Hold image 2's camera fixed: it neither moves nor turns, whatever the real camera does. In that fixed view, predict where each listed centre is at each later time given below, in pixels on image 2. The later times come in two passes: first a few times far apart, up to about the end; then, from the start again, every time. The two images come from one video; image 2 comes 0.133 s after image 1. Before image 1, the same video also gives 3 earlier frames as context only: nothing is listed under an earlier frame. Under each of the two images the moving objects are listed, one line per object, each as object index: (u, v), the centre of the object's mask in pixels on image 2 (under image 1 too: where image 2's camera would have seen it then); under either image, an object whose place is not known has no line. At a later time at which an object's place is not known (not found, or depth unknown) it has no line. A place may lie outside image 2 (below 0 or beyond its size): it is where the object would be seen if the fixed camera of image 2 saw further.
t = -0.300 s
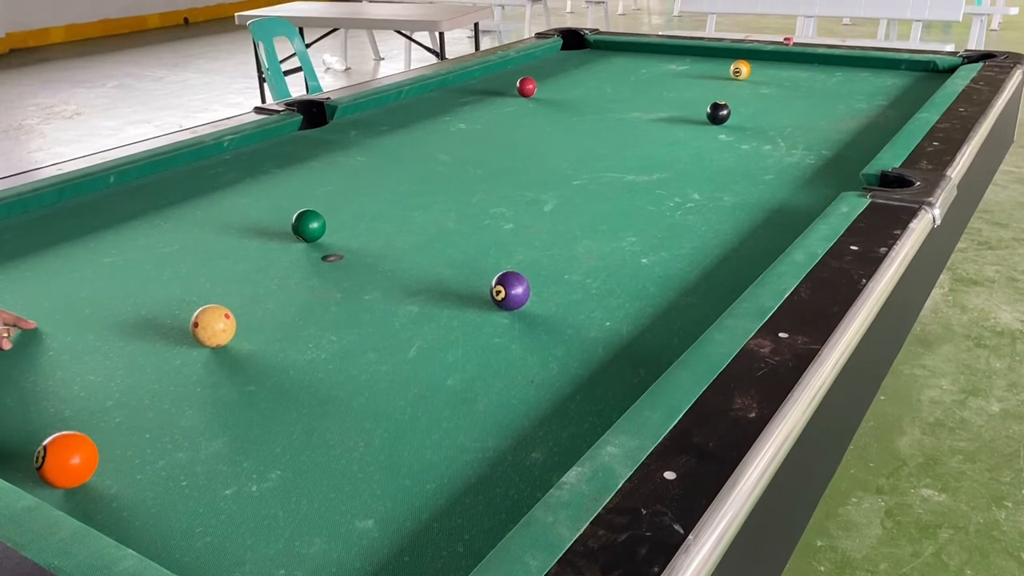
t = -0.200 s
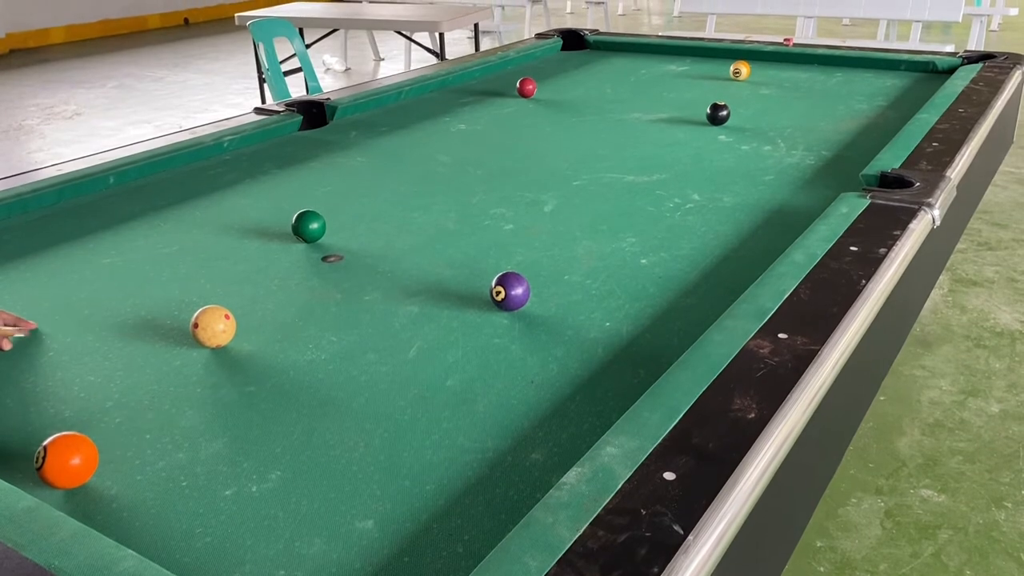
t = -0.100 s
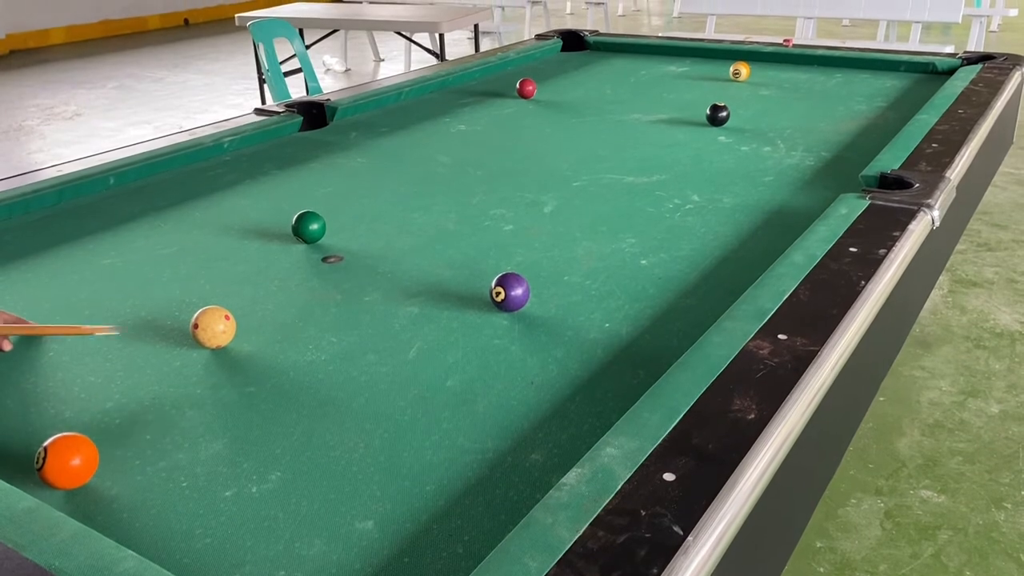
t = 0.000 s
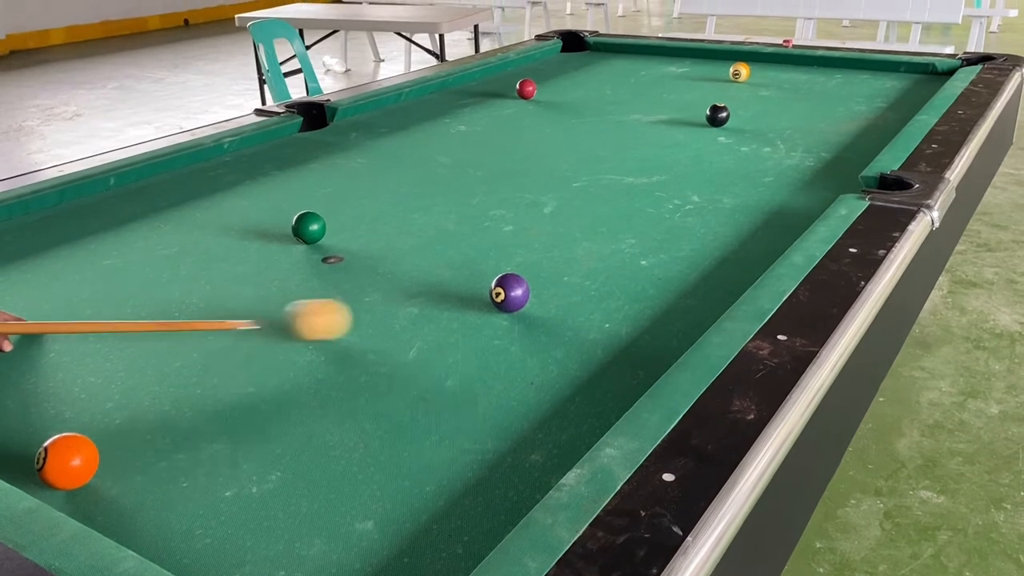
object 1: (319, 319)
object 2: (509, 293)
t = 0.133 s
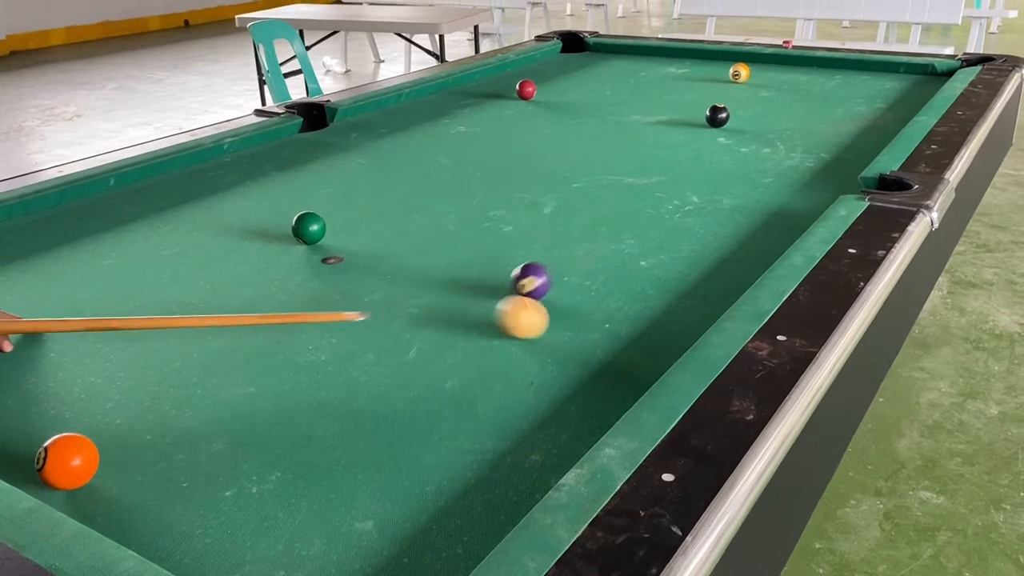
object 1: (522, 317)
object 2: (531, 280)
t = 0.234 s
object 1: (622, 337)
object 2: (575, 258)
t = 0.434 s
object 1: (593, 330)
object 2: (640, 225)
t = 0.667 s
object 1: (489, 306)
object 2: (702, 193)
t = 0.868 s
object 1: (412, 288)
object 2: (747, 170)
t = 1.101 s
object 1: (333, 270)
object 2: (790, 147)
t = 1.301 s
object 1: (274, 255)
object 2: (821, 131)
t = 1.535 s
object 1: (212, 240)
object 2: (851, 114)
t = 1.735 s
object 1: (165, 229)
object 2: (874, 102)
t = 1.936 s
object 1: (122, 219)
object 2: (893, 91)
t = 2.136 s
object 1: (84, 210)
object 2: (910, 81)
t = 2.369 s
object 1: (54, 202)
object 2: (928, 71)
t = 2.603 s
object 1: (76, 207)
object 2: (937, 72)
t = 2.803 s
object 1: (94, 212)
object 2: (942, 75)
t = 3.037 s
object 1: (114, 217)
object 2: (938, 78)
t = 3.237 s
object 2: (930, 81)
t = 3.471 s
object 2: (921, 83)
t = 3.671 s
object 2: (914, 84)
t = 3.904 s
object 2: (906, 86)
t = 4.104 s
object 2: (900, 87)
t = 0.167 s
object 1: (554, 324)
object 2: (547, 272)
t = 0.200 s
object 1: (587, 331)
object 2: (563, 265)
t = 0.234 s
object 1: (622, 337)
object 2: (575, 258)
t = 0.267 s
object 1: (657, 344)
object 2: (587, 252)
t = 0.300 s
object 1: (663, 344)
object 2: (599, 246)
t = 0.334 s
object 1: (644, 340)
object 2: (609, 241)
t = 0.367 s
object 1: (627, 337)
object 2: (620, 235)
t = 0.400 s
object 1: (610, 333)
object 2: (631, 229)
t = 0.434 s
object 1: (593, 330)
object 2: (640, 225)
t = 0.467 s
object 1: (577, 326)
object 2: (650, 220)
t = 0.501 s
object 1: (562, 323)
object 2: (659, 215)
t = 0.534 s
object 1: (547, 319)
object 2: (668, 210)
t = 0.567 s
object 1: (532, 316)
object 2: (677, 206)
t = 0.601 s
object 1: (517, 312)
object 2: (686, 201)
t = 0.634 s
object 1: (503, 309)
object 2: (694, 197)
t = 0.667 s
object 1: (489, 306)
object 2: (702, 193)
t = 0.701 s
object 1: (476, 303)
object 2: (710, 189)
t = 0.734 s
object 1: (462, 300)
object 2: (718, 185)
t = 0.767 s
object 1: (449, 297)
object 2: (726, 181)
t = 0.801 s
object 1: (437, 294)
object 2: (733, 177)
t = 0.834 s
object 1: (424, 291)
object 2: (740, 174)
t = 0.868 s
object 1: (412, 288)
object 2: (747, 170)
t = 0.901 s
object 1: (400, 285)
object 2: (753, 167)
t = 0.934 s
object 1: (389, 283)
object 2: (760, 163)
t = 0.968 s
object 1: (377, 280)
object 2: (766, 160)
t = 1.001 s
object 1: (366, 277)
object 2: (773, 156)
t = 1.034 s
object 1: (354, 275)
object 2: (778, 154)
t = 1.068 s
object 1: (343, 272)
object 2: (784, 150)
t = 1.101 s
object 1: (333, 270)
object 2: (790, 147)
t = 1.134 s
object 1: (323, 267)
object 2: (795, 145)
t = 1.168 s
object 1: (312, 265)
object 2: (800, 142)
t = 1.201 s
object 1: (302, 262)
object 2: (806, 139)
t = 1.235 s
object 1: (293, 260)
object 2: (811, 136)
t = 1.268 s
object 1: (283, 258)
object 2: (816, 134)
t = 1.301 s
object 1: (274, 255)
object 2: (821, 131)
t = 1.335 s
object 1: (265, 253)
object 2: (825, 129)
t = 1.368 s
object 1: (255, 251)
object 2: (830, 126)
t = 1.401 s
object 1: (246, 249)
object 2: (834, 123)
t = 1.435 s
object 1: (237, 246)
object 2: (839, 121)
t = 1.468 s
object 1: (229, 244)
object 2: (843, 119)
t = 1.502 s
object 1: (220, 242)
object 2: (847, 117)
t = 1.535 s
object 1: (212, 240)
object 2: (851, 114)
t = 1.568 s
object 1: (204, 238)
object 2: (856, 112)
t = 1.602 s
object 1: (196, 236)
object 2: (859, 110)
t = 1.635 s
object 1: (187, 235)
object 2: (863, 108)
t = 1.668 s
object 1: (180, 233)
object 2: (867, 106)
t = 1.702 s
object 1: (172, 231)
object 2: (870, 104)
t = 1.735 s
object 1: (165, 229)
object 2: (874, 102)
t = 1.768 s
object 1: (157, 227)
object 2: (877, 100)
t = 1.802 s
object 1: (150, 225)
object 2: (880, 98)
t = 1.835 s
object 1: (143, 224)
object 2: (884, 96)
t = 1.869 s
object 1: (136, 222)
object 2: (887, 94)
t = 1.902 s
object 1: (129, 221)
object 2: (890, 93)
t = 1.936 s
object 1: (122, 219)
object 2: (893, 91)
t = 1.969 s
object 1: (115, 217)
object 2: (896, 89)
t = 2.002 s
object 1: (109, 216)
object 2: (899, 88)
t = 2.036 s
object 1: (103, 214)
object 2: (902, 86)
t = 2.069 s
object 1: (96, 213)
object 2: (904, 84)
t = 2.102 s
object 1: (90, 211)
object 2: (907, 82)
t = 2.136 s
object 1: (84, 210)
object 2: (910, 81)
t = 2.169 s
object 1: (78, 208)
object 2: (913, 80)
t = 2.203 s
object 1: (73, 207)
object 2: (916, 78)
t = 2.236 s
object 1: (67, 205)
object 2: (918, 76)
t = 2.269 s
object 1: (61, 204)
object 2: (921, 75)
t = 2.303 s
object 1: (55, 202)
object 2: (923, 74)
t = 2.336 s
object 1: (51, 201)
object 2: (925, 72)
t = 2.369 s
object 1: (54, 202)
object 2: (928, 71)
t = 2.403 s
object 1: (57, 203)
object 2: (930, 70)
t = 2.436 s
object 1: (60, 204)
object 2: (931, 69)
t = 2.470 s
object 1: (63, 204)
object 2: (932, 69)
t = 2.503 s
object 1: (66, 205)
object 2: (933, 70)
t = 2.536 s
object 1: (70, 206)
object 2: (935, 71)
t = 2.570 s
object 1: (72, 207)
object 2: (936, 71)
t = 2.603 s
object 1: (76, 207)
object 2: (937, 72)
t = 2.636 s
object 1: (79, 208)
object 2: (938, 73)
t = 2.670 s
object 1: (82, 209)
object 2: (939, 73)
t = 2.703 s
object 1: (85, 209)
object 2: (940, 74)
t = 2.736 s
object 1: (88, 210)
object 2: (940, 74)
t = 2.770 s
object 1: (90, 211)
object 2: (941, 74)
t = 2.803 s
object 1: (94, 212)
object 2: (942, 75)
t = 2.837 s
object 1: (97, 213)
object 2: (942, 76)
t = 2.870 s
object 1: (99, 213)
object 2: (942, 75)
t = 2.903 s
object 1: (102, 214)
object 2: (941, 76)
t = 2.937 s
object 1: (105, 215)
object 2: (940, 77)
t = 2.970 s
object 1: (108, 215)
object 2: (940, 77)
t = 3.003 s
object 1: (111, 216)
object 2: (939, 78)
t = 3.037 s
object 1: (114, 217)
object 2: (938, 78)
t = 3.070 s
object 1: (117, 218)
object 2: (937, 79)
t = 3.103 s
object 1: (120, 218)
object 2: (936, 79)
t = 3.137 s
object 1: (122, 219)
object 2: (935, 80)
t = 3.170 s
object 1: (125, 220)
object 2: (933, 80)
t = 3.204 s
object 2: (931, 80)
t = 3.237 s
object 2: (930, 81)
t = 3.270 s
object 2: (929, 81)
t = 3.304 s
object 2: (928, 81)
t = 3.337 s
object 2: (926, 82)
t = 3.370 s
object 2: (925, 82)
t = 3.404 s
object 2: (924, 82)
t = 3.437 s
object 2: (922, 83)
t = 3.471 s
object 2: (921, 83)
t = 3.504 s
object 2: (920, 83)
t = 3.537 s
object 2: (919, 83)
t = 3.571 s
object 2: (918, 84)
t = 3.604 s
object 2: (916, 84)
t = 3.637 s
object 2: (915, 84)
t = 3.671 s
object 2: (914, 84)
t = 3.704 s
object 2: (913, 85)
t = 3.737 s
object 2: (912, 85)
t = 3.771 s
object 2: (911, 85)
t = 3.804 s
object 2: (910, 85)
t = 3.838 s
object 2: (908, 85)
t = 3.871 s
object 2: (907, 85)
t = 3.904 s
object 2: (906, 86)
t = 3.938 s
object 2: (905, 86)
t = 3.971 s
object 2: (904, 86)
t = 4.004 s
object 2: (903, 86)
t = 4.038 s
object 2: (902, 87)
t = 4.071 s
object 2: (901, 87)
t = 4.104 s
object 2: (900, 87)
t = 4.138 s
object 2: (899, 87)
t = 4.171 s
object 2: (898, 87)
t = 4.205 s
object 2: (897, 87)
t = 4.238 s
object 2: (896, 87)
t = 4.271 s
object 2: (895, 87)
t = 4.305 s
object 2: (894, 87)
